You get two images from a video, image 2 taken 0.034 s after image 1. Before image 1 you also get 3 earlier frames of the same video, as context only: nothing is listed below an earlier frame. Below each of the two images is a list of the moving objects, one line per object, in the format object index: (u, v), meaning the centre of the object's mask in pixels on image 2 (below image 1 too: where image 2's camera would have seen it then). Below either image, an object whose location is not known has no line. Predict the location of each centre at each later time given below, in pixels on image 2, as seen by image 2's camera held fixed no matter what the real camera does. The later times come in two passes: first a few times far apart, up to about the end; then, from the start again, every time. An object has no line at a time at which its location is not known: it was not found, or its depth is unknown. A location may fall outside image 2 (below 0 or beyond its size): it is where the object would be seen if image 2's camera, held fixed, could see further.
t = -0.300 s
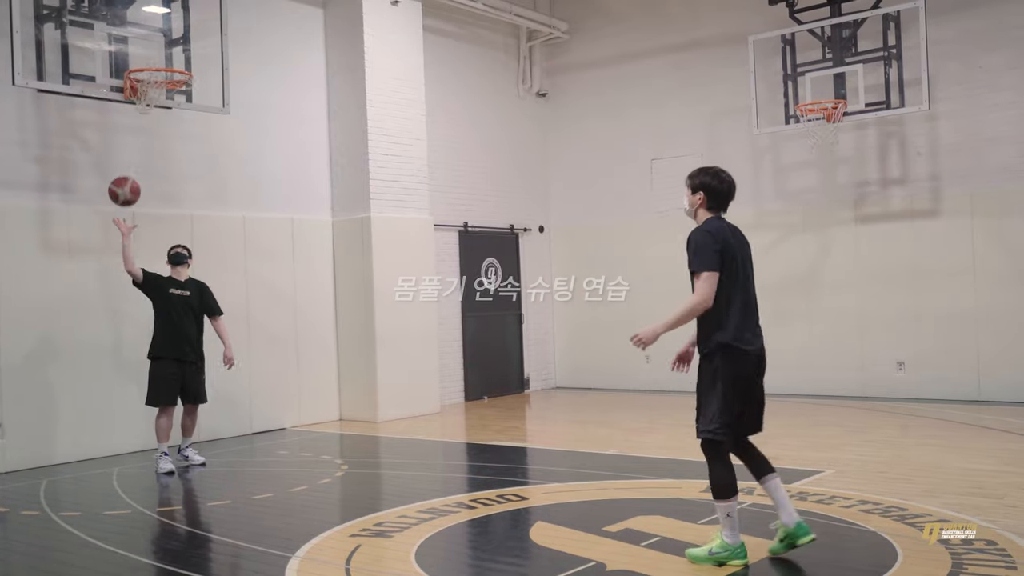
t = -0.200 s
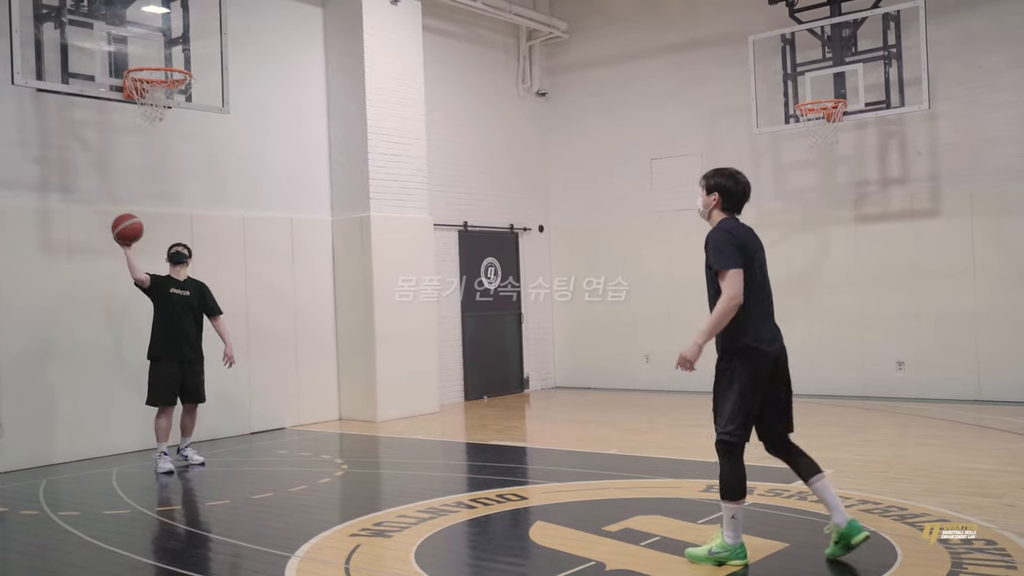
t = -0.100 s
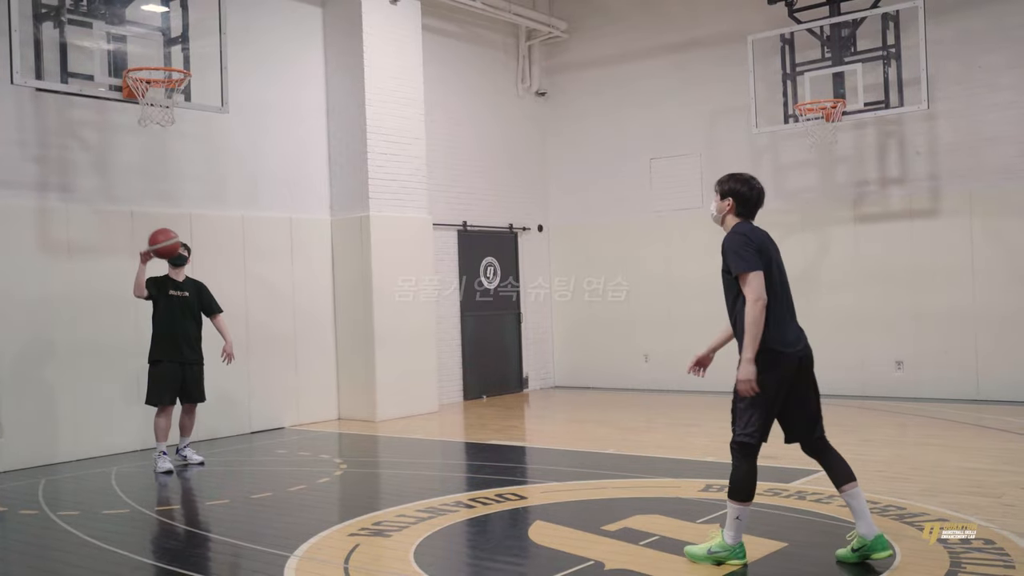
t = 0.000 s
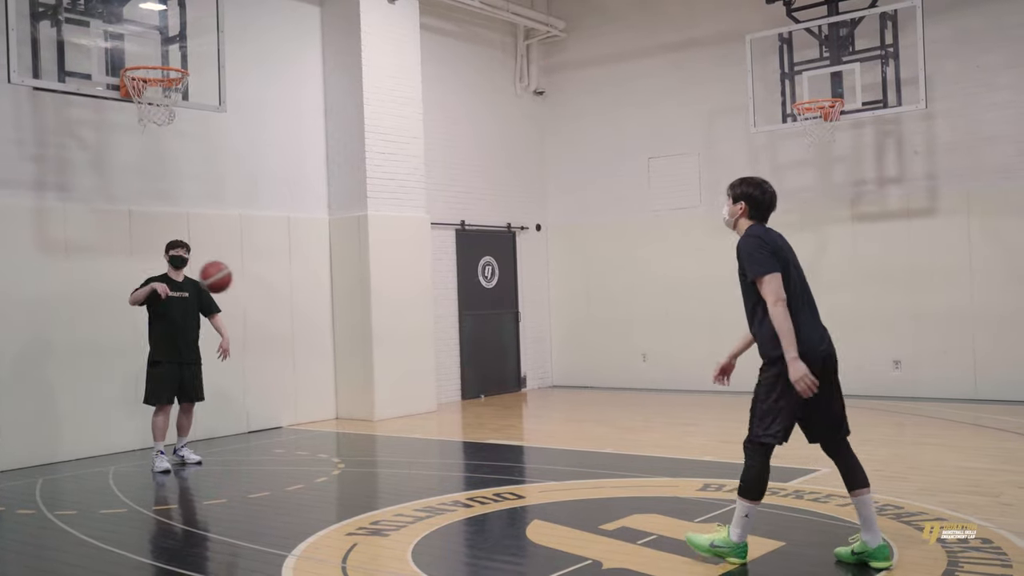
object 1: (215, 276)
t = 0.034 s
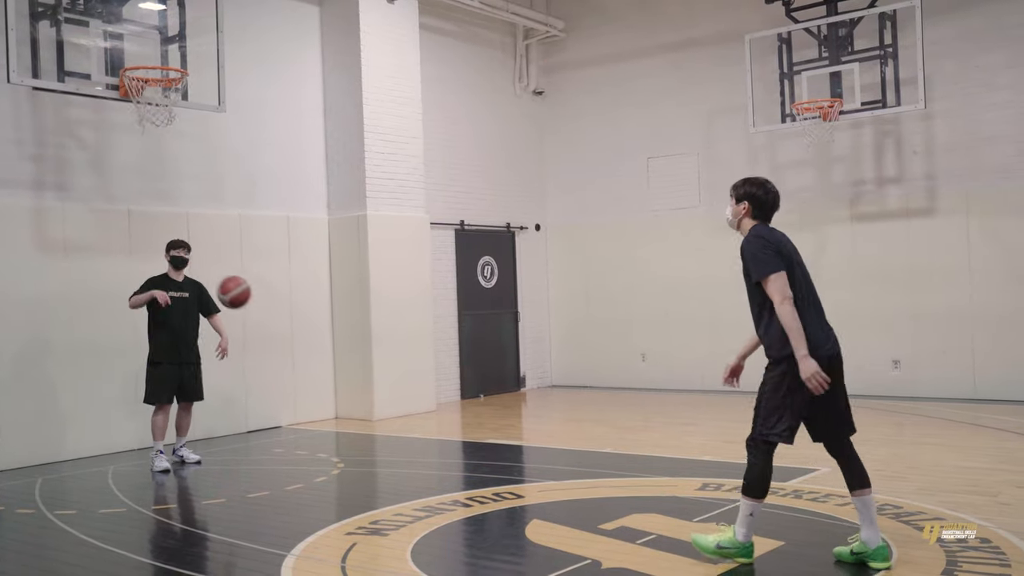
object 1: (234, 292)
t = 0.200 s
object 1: (341, 404)
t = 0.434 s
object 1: (453, 390)
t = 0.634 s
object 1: (531, 301)
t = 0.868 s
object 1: (642, 276)
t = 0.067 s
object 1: (254, 310)
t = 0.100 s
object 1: (274, 329)
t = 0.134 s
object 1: (295, 351)
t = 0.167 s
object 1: (317, 376)
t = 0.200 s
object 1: (341, 404)
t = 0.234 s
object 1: (364, 434)
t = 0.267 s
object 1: (388, 467)
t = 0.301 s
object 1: (406, 476)
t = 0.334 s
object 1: (417, 452)
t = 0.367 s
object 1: (429, 431)
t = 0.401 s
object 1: (440, 410)
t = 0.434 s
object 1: (453, 390)
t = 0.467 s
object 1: (465, 372)
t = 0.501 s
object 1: (477, 354)
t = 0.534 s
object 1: (489, 338)
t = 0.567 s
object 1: (503, 325)
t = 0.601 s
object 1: (516, 313)
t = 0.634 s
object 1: (531, 301)
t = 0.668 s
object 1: (546, 293)
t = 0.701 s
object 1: (560, 285)
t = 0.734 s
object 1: (575, 279)
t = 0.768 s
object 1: (591, 275)
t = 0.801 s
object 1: (608, 273)
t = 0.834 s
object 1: (624, 273)
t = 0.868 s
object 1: (642, 276)
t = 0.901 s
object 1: (659, 279)
